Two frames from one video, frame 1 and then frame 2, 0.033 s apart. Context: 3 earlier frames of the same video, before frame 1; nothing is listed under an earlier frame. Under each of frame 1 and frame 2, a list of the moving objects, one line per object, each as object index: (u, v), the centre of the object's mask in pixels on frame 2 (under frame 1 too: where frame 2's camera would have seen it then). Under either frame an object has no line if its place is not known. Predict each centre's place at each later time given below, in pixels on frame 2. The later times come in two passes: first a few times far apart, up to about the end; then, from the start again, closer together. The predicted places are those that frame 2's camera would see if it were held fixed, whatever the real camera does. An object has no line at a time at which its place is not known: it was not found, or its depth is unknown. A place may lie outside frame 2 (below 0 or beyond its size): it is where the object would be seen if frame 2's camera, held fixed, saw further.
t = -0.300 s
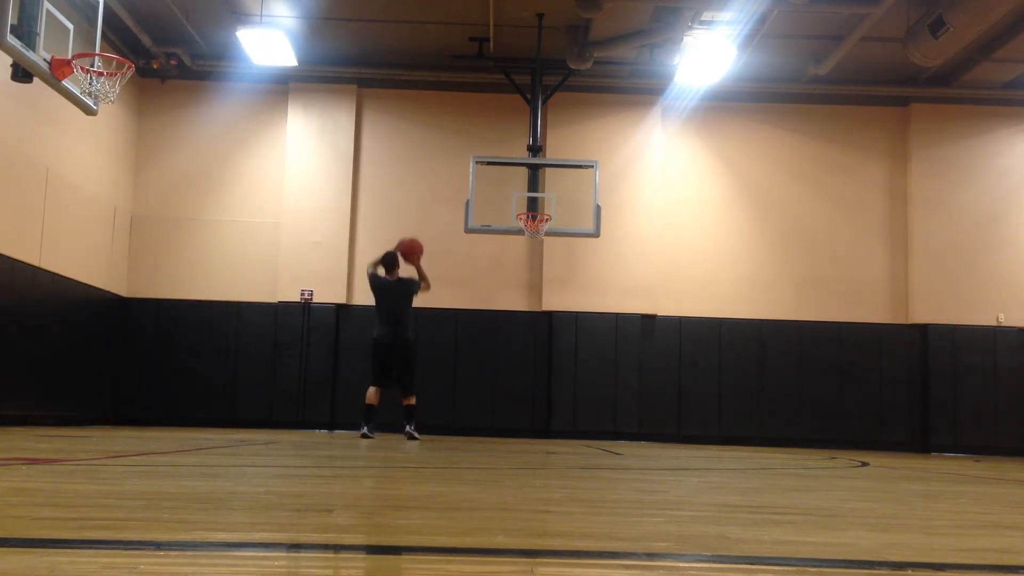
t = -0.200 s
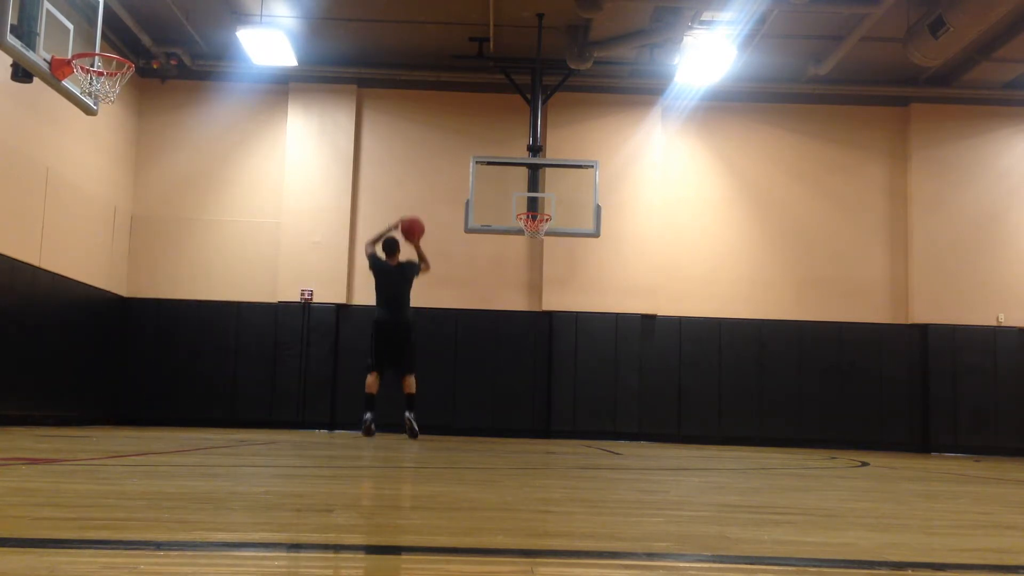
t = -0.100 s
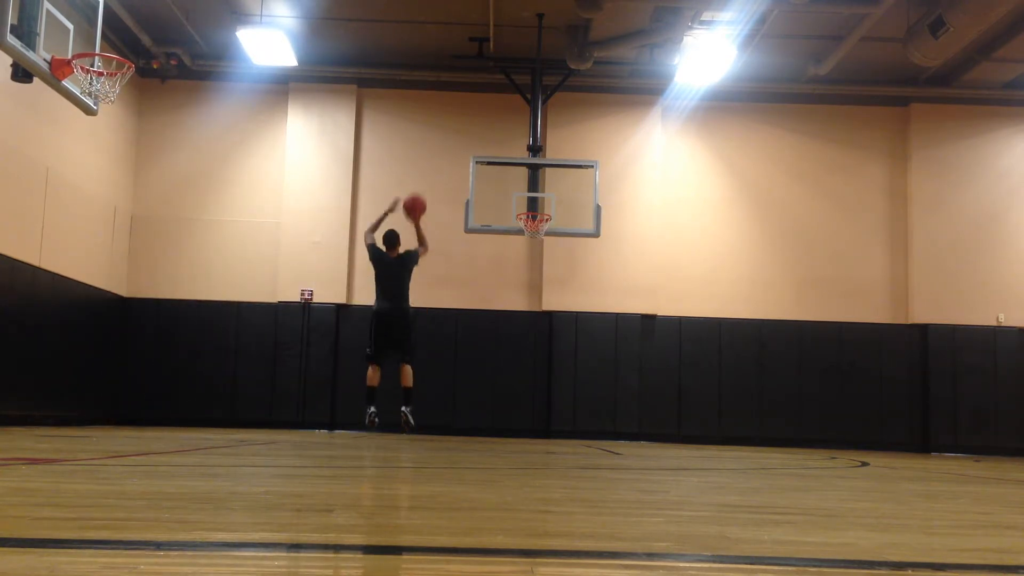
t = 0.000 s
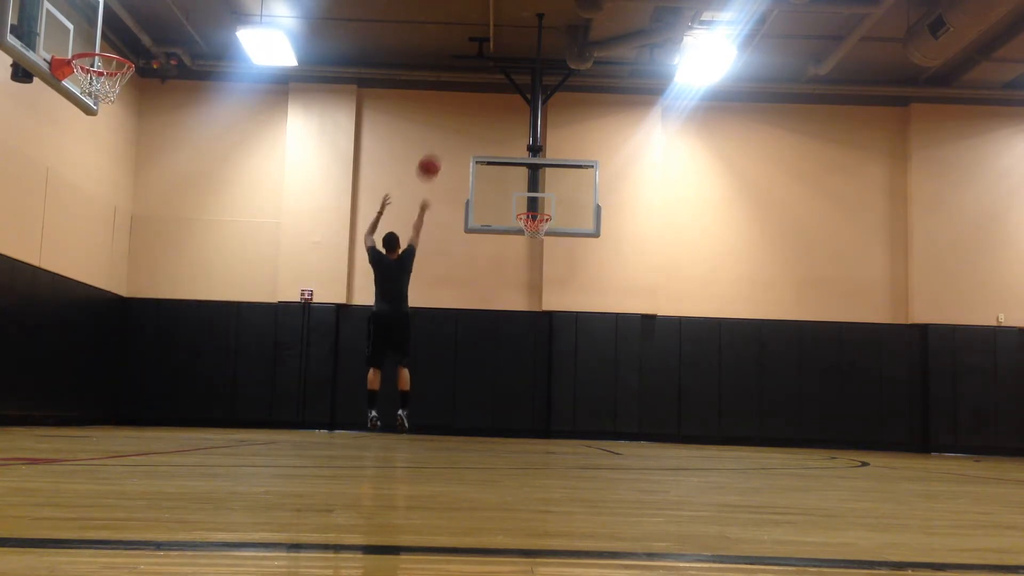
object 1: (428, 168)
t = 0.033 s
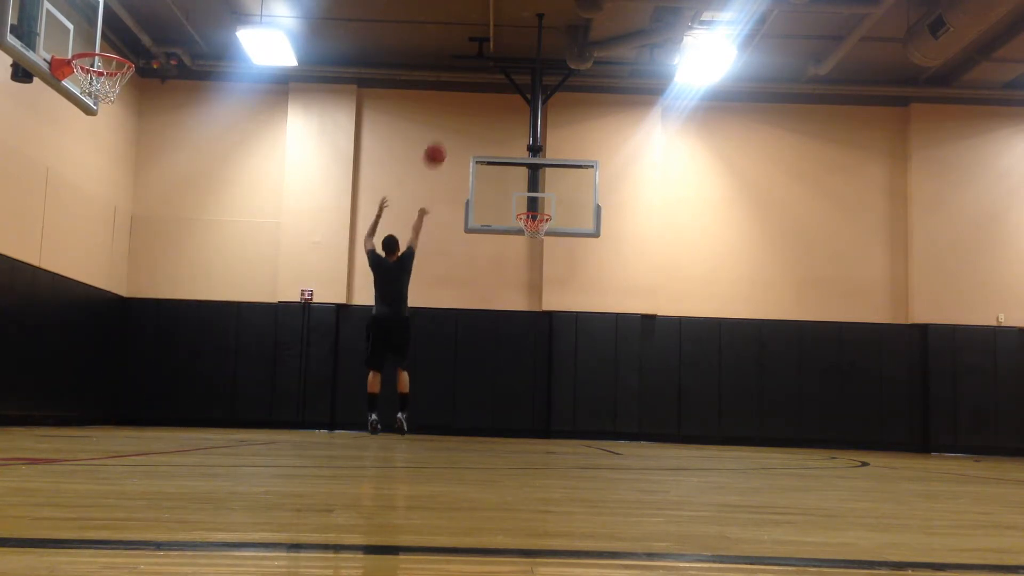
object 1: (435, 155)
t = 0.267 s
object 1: (469, 104)
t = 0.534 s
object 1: (503, 103)
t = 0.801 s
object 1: (529, 153)
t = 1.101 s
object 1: (528, 208)
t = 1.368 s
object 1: (532, 194)
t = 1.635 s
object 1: (537, 230)
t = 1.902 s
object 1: (542, 323)
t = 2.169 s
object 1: (543, 404)
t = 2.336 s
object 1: (541, 342)
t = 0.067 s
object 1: (440, 144)
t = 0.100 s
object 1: (446, 135)
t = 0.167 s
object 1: (455, 119)
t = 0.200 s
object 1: (460, 114)
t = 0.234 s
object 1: (466, 107)
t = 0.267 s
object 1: (469, 104)
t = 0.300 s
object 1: (475, 100)
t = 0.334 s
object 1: (478, 99)
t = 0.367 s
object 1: (483, 98)
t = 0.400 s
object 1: (487, 97)
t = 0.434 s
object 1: (492, 97)
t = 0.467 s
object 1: (496, 97)
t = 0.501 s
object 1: (500, 100)
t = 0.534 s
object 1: (503, 103)
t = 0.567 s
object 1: (507, 105)
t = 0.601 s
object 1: (511, 111)
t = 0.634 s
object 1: (513, 116)
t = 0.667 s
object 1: (516, 122)
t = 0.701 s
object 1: (519, 128)
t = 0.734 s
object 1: (522, 136)
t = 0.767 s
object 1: (526, 144)
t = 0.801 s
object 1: (529, 153)
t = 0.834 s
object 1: (532, 162)
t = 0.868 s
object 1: (535, 172)
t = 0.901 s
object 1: (536, 183)
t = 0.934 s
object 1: (540, 195)
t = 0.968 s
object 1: (543, 205)
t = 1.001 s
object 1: (541, 210)
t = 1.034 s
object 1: (533, 210)
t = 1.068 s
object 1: (529, 210)
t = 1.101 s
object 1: (528, 208)
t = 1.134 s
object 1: (527, 205)
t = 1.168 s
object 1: (528, 202)
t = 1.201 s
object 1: (529, 199)
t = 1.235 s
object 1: (529, 196)
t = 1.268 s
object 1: (530, 195)
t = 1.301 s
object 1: (531, 194)
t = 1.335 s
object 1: (532, 194)
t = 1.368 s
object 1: (532, 194)
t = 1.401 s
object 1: (533, 196)
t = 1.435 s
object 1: (533, 197)
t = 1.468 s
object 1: (534, 201)
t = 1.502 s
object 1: (535, 205)
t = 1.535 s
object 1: (535, 210)
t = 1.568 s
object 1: (537, 216)
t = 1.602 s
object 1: (538, 222)
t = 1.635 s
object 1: (537, 230)
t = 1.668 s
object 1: (538, 238)
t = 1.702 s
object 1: (539, 247)
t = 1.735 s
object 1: (539, 257)
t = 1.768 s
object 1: (540, 268)
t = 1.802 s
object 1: (540, 280)
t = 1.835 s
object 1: (540, 292)
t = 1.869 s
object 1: (541, 308)
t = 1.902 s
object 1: (542, 323)
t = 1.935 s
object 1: (542, 337)
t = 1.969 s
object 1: (542, 355)
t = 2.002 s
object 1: (542, 373)
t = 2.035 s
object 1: (542, 392)
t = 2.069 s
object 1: (543, 412)
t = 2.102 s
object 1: (542, 428)
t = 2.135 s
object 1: (543, 418)
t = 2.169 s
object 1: (543, 404)
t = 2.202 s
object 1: (542, 390)
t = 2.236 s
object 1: (542, 377)
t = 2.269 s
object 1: (542, 364)
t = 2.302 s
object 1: (541, 353)
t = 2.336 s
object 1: (541, 342)
